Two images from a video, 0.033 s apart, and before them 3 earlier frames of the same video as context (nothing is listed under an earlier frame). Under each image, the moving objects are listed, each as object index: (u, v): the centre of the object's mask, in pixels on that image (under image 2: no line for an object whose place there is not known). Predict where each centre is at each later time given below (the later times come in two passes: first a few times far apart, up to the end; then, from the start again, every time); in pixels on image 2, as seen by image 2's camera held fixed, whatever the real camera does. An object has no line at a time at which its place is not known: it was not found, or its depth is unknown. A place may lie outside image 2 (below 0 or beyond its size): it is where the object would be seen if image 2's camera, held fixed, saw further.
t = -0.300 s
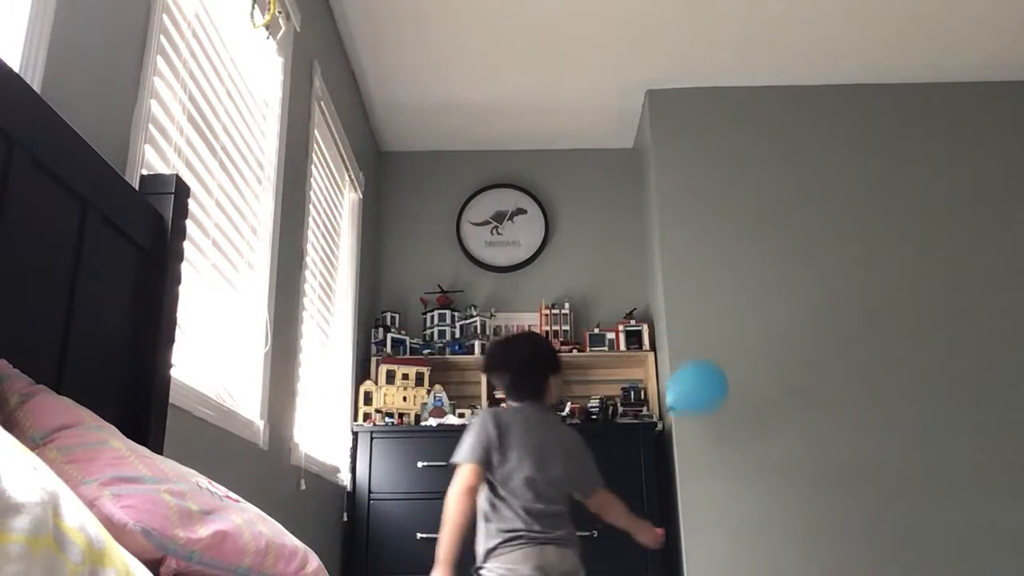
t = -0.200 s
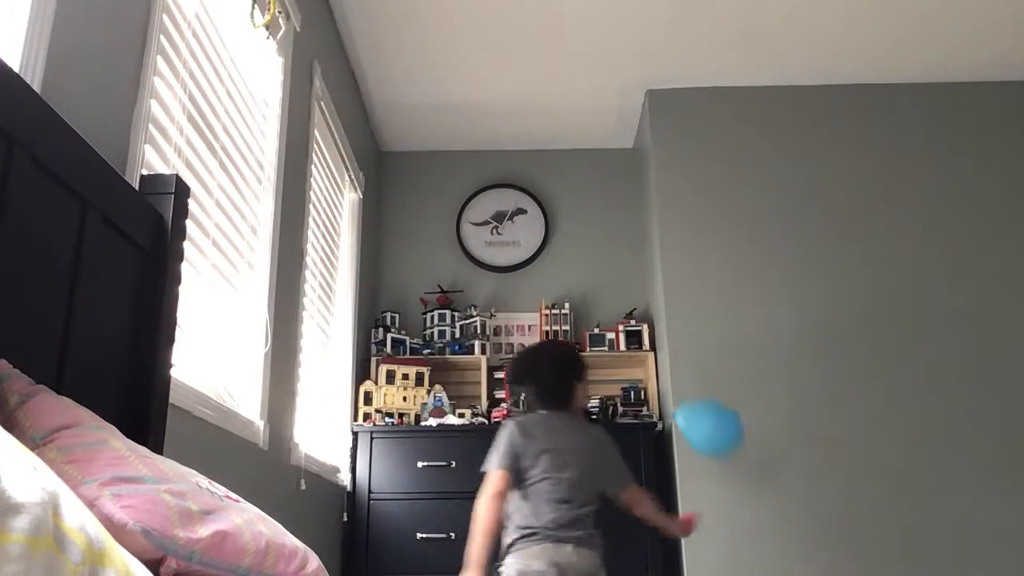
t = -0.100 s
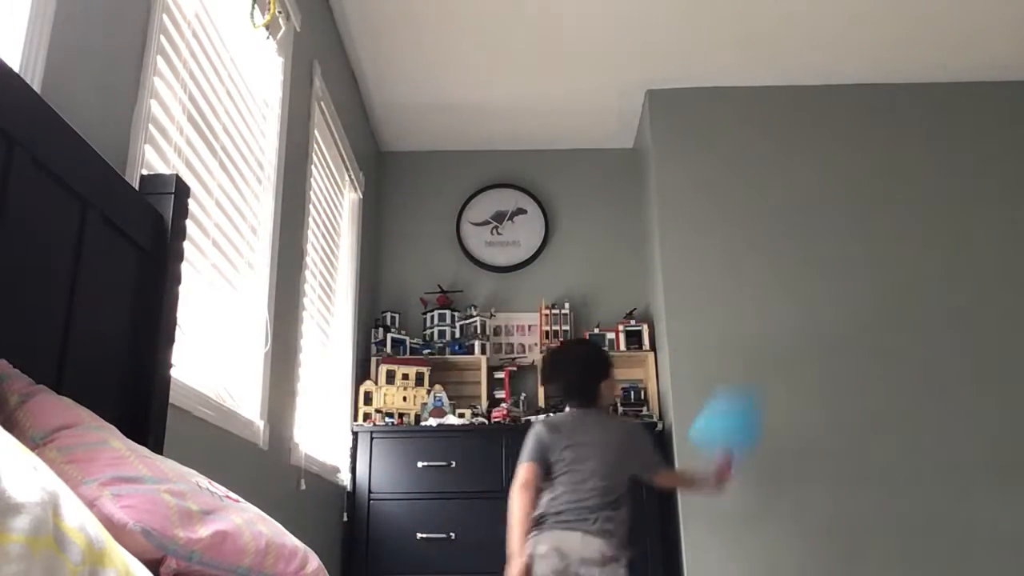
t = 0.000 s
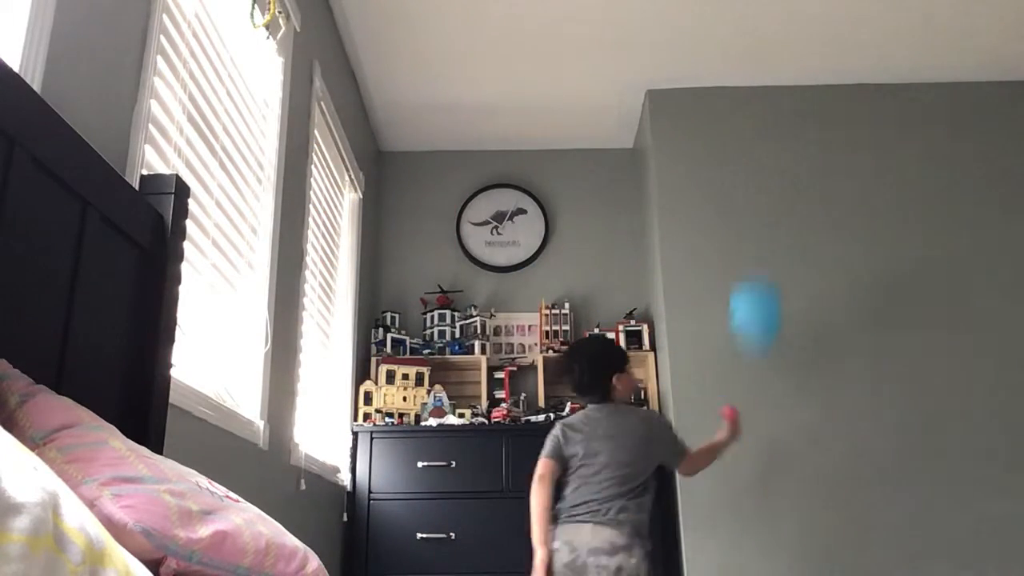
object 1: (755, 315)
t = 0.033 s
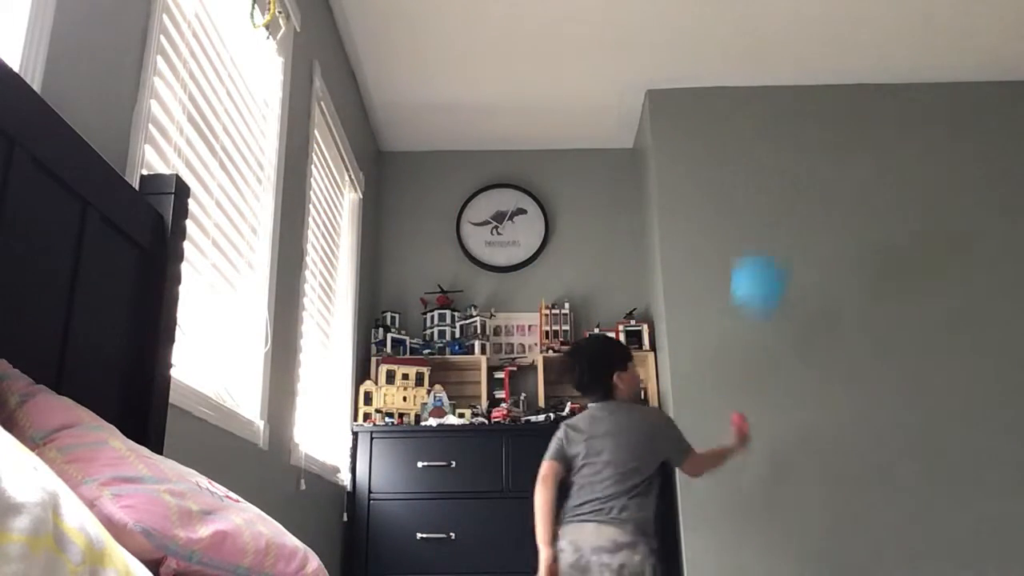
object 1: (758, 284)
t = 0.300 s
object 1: (765, 160)
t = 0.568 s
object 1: (765, 136)
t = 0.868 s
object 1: (785, 174)
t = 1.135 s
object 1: (817, 253)
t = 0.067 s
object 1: (759, 261)
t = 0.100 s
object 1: (763, 240)
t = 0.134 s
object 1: (766, 222)
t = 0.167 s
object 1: (767, 205)
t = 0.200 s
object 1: (767, 192)
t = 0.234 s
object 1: (766, 180)
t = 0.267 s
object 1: (766, 169)
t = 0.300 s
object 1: (765, 160)
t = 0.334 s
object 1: (765, 155)
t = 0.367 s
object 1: (764, 148)
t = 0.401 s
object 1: (764, 144)
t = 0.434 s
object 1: (764, 141)
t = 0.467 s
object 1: (764, 139)
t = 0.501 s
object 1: (764, 137)
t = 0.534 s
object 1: (765, 136)
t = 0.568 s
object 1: (765, 136)
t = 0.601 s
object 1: (766, 138)
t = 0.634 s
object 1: (767, 140)
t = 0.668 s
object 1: (769, 143)
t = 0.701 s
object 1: (770, 145)
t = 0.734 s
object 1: (772, 149)
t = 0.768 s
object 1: (776, 155)
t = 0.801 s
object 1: (779, 160)
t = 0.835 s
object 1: (783, 166)
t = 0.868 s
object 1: (785, 174)
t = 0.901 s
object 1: (791, 181)
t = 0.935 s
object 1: (794, 190)
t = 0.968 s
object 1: (799, 198)
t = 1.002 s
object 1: (803, 208)
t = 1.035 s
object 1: (807, 219)
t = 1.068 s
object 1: (810, 229)
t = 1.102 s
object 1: (814, 241)
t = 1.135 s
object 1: (817, 253)
